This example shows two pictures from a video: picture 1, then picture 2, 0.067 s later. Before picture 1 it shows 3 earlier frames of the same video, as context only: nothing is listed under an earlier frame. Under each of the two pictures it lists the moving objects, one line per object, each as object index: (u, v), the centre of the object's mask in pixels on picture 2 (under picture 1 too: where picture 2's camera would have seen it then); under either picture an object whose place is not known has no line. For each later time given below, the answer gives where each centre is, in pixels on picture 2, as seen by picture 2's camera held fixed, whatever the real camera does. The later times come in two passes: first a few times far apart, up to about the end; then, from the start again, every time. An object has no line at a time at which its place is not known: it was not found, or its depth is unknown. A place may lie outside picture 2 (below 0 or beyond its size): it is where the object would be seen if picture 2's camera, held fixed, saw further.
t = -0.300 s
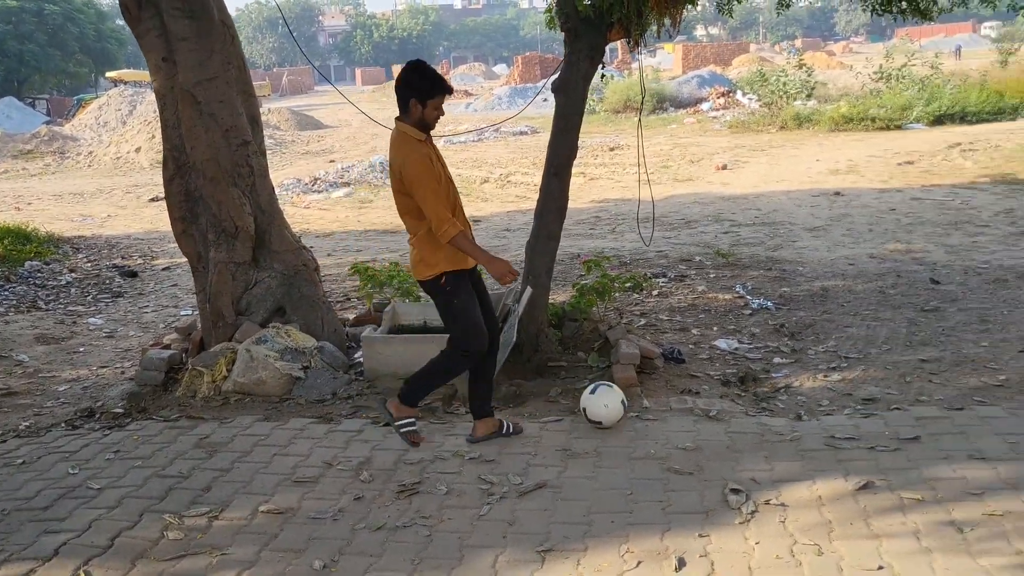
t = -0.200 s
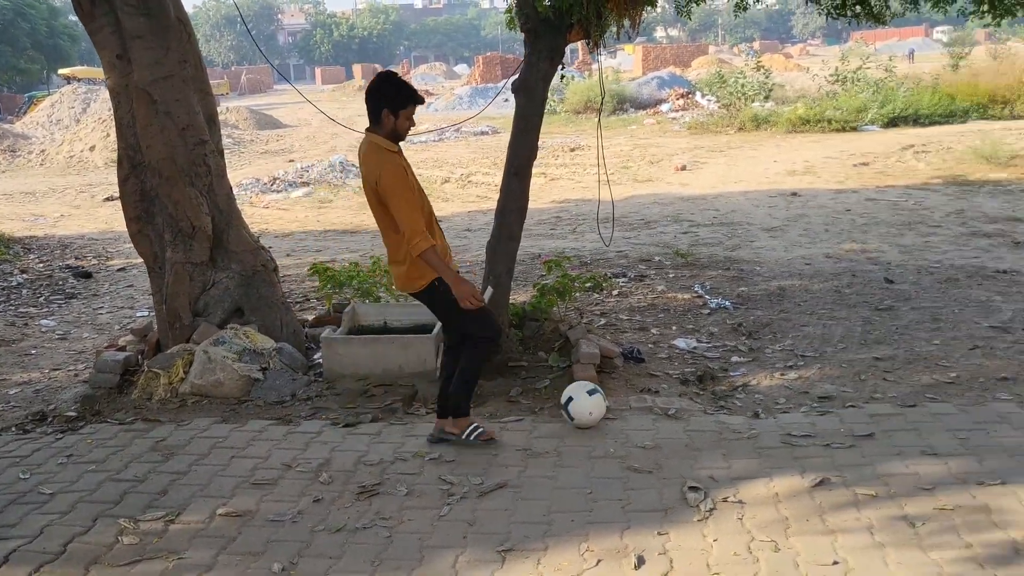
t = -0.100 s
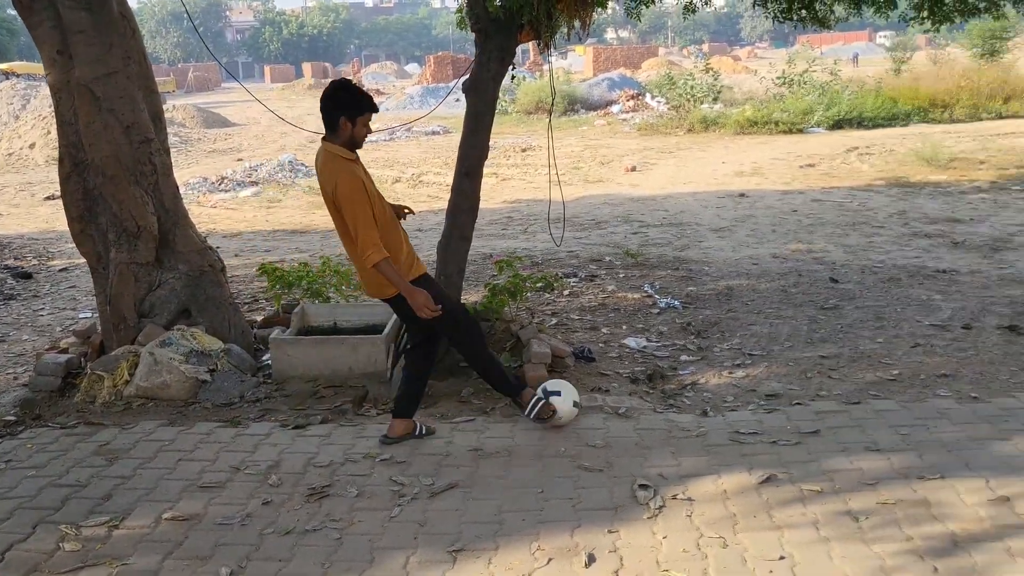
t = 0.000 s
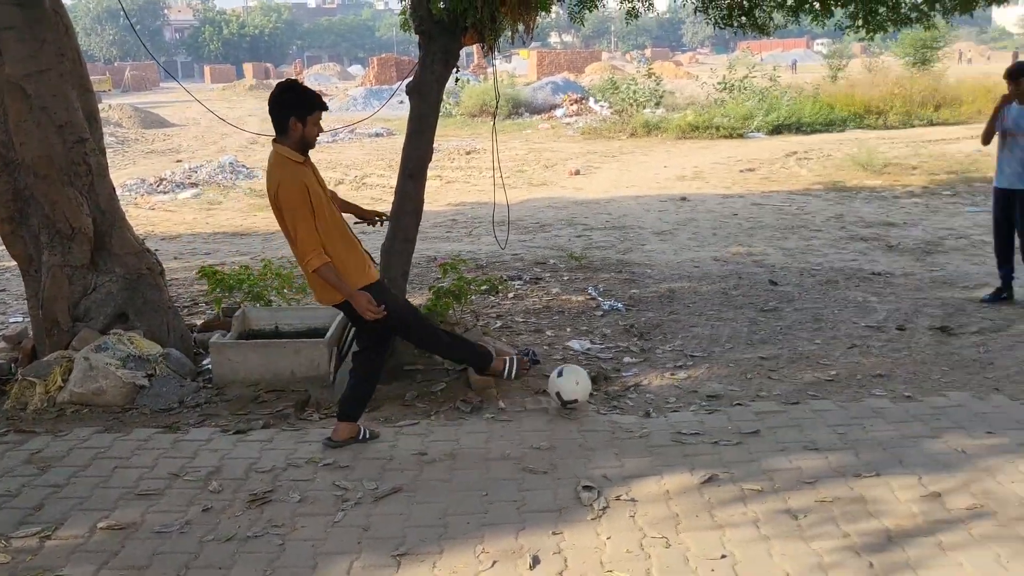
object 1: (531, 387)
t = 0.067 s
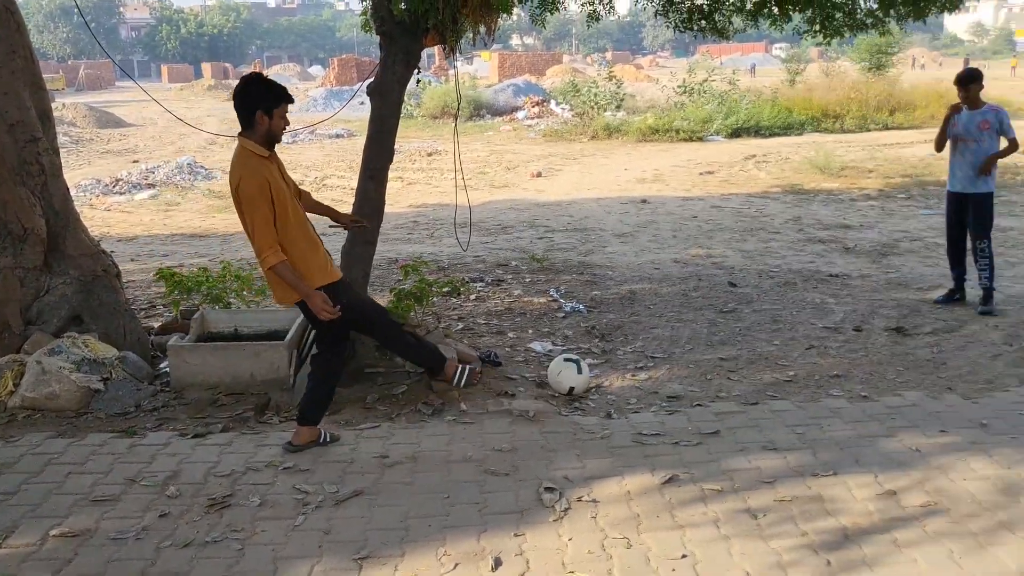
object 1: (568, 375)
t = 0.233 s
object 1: (652, 368)
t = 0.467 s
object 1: (746, 342)
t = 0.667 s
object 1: (811, 323)
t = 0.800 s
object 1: (848, 307)
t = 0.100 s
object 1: (586, 371)
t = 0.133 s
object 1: (603, 370)
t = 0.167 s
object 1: (620, 371)
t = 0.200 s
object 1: (636, 374)
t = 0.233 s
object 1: (652, 368)
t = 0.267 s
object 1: (666, 361)
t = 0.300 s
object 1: (680, 356)
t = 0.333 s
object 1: (695, 354)
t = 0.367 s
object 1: (708, 352)
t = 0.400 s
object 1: (721, 348)
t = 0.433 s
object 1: (734, 345)
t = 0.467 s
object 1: (746, 342)
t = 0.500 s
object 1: (757, 336)
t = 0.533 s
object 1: (769, 332)
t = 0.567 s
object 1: (780, 330)
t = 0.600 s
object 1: (791, 330)
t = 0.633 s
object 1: (801, 326)
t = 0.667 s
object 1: (811, 323)
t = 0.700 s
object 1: (820, 320)
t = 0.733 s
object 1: (830, 318)
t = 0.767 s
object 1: (838, 314)
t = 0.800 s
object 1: (848, 307)
